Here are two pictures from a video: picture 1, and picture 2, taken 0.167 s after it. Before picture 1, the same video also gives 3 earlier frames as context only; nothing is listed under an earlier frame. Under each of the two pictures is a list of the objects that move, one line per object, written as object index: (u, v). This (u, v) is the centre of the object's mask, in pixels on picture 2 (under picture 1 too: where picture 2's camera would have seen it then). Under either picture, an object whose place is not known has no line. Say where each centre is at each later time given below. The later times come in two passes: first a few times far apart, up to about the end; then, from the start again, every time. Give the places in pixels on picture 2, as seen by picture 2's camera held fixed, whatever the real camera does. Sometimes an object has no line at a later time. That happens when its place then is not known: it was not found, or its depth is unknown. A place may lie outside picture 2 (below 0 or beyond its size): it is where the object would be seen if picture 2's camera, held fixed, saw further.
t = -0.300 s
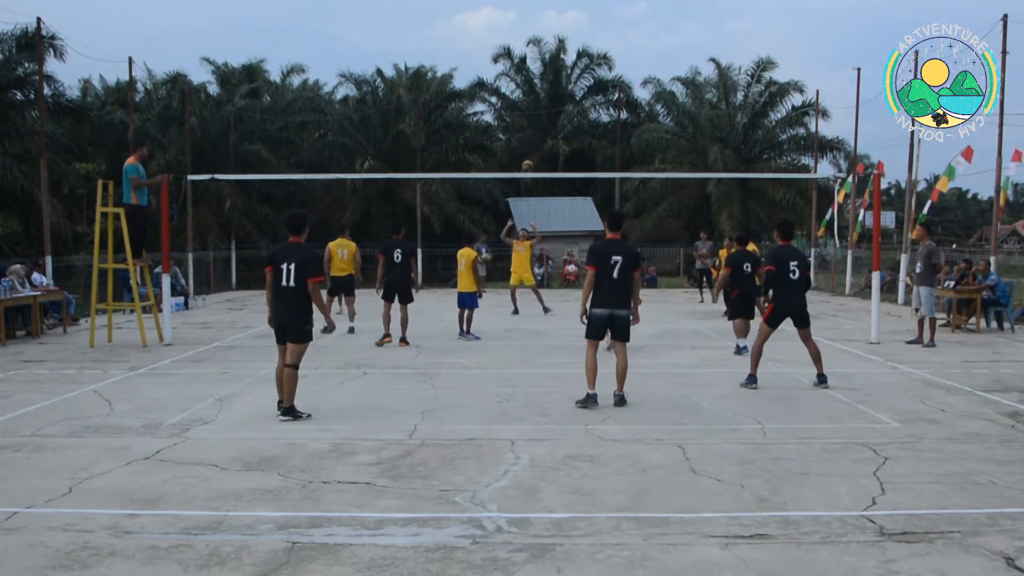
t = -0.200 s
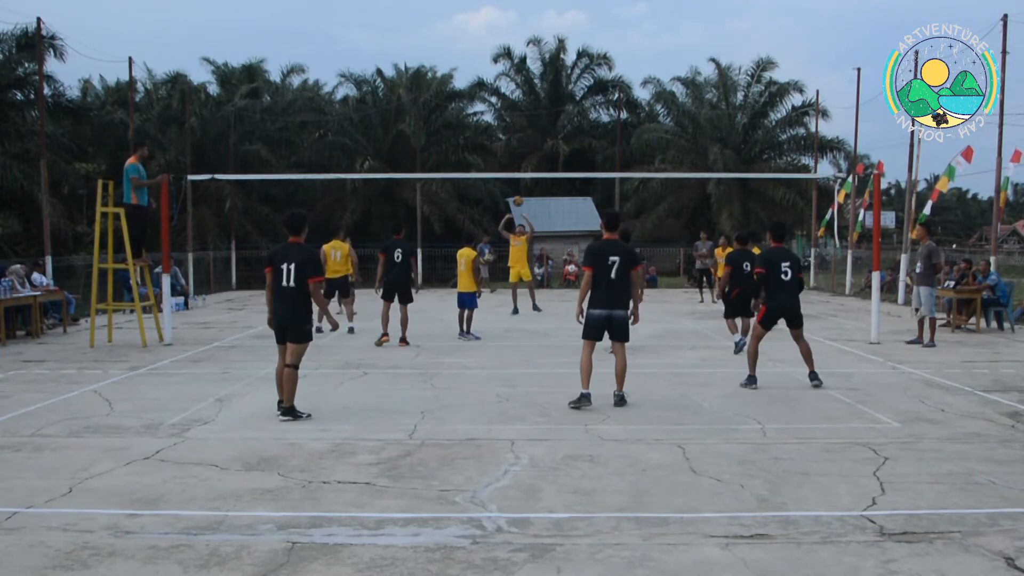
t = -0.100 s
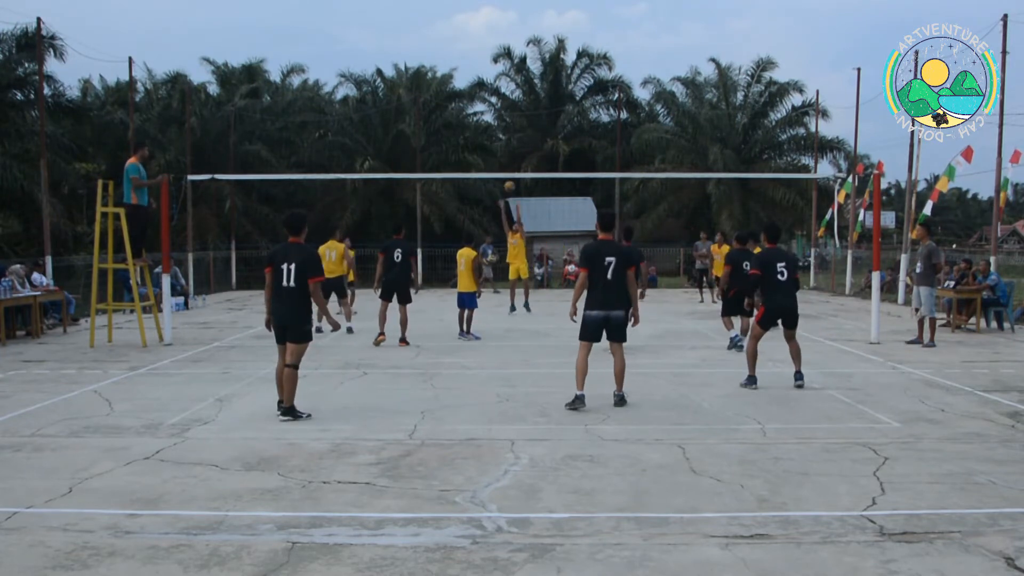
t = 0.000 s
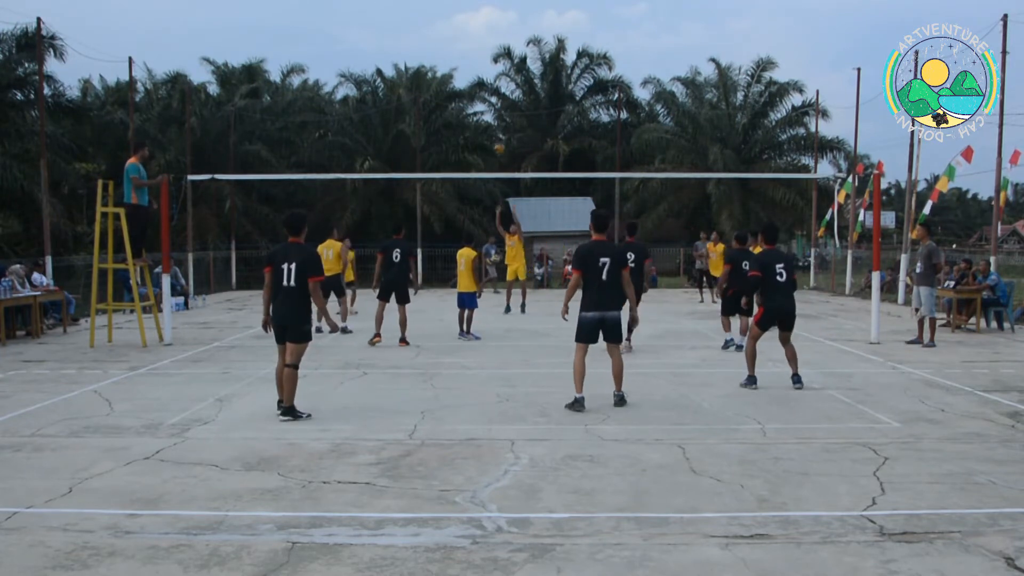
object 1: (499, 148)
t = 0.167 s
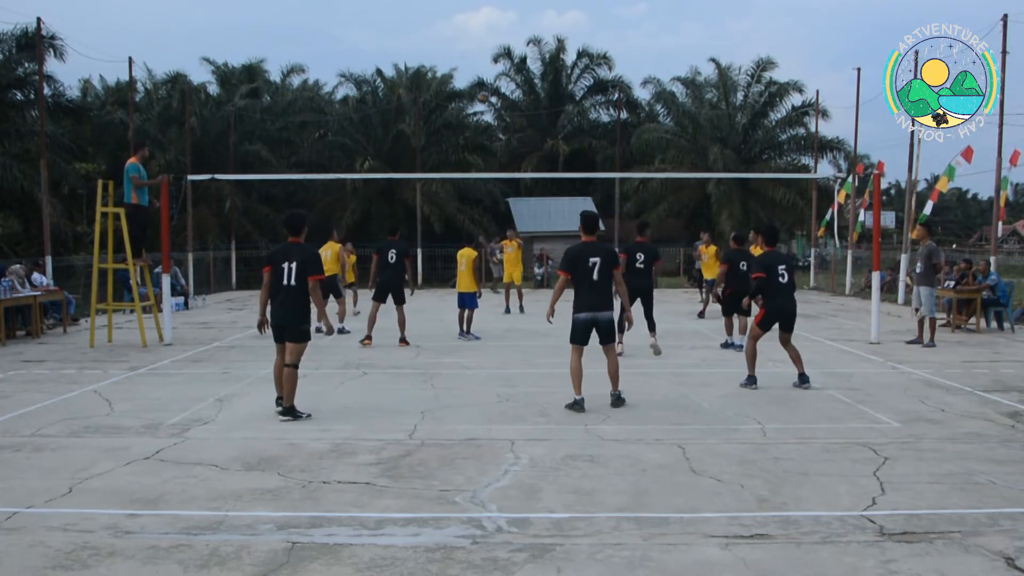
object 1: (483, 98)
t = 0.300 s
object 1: (471, 67)
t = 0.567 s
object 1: (445, 32)
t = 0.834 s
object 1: (420, 35)
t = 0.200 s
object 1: (481, 89)
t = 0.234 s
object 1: (478, 81)
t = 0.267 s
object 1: (474, 74)
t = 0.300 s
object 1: (471, 67)
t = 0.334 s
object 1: (468, 61)
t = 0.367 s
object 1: (464, 55)
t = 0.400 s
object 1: (461, 50)
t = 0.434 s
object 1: (458, 45)
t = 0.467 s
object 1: (455, 41)
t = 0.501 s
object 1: (452, 38)
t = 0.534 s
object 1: (449, 35)
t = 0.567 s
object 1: (445, 32)
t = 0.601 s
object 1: (442, 31)
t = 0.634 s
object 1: (439, 29)
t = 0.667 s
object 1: (436, 29)
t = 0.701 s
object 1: (433, 29)
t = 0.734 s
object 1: (429, 29)
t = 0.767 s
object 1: (426, 31)
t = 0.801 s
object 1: (423, 33)
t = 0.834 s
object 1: (420, 35)
